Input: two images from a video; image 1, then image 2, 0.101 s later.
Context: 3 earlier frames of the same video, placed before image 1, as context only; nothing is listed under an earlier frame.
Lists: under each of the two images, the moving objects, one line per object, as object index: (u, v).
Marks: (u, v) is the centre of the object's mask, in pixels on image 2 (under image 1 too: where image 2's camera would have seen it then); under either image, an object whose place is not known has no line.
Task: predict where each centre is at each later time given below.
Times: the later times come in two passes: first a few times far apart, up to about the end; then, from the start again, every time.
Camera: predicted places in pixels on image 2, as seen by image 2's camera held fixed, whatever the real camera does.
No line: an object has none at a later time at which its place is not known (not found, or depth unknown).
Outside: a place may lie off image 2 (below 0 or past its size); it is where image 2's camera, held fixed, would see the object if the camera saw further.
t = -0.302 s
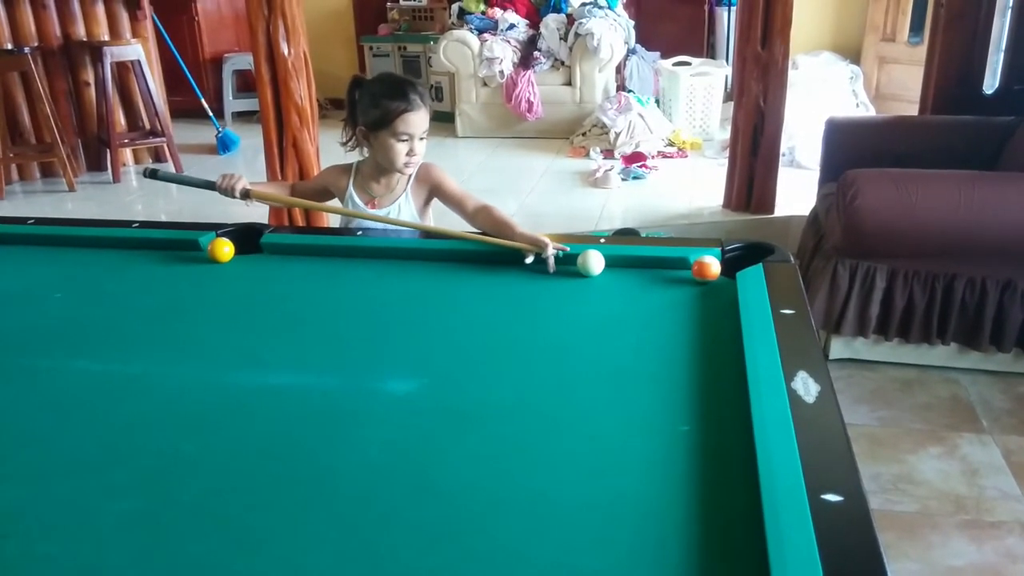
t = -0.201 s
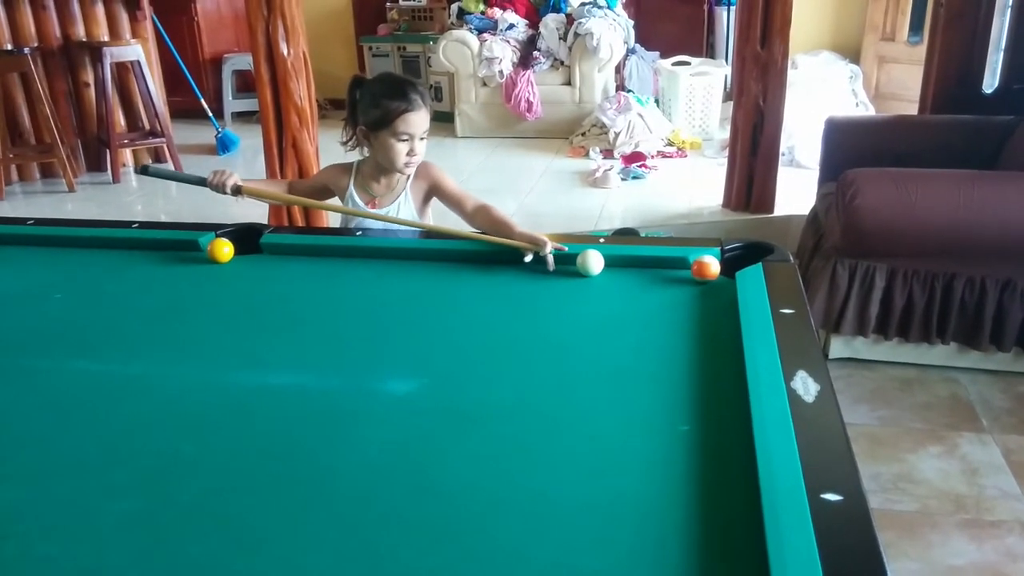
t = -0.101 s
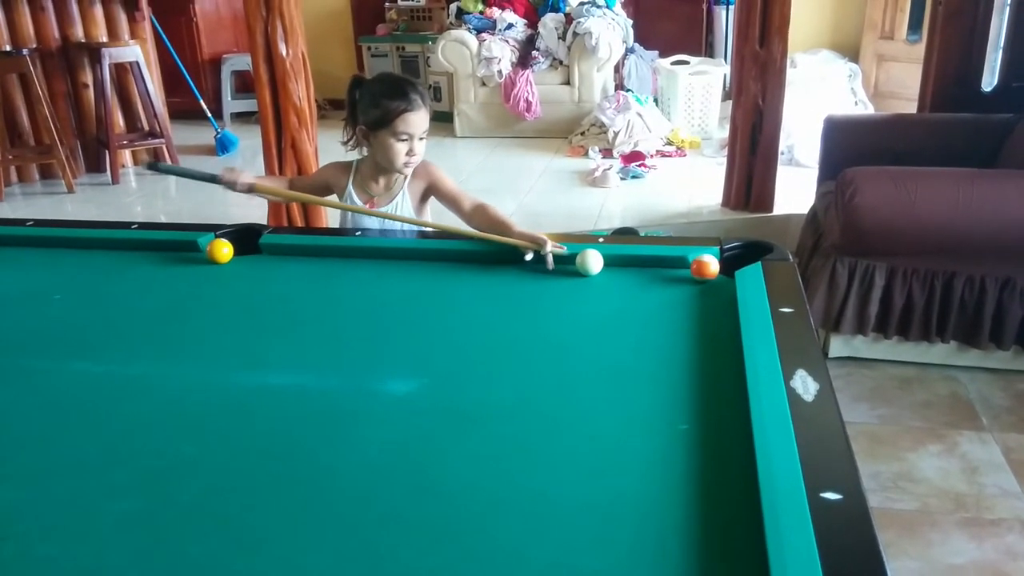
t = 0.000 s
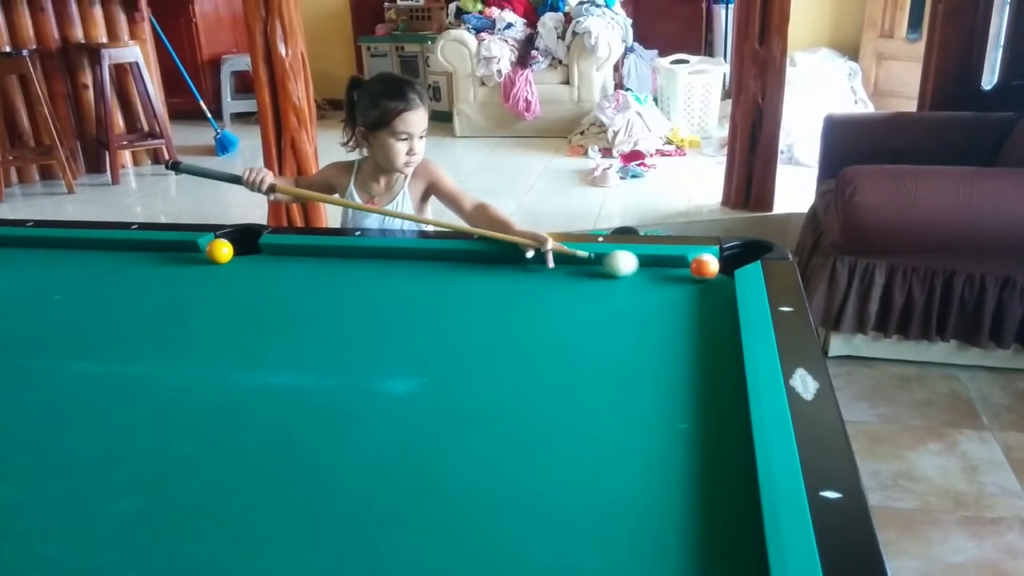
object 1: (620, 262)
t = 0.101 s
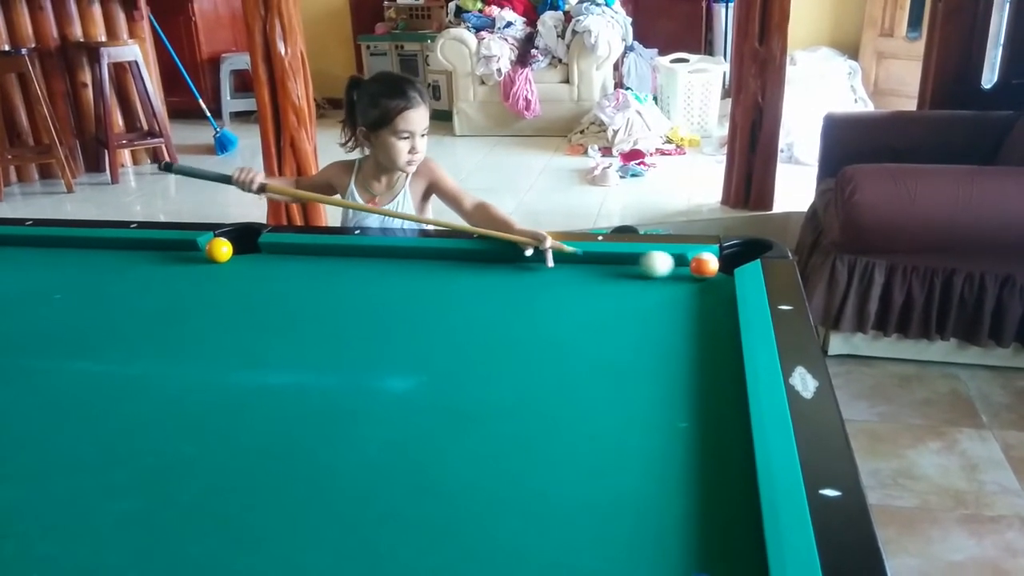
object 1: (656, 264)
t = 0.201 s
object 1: (681, 267)
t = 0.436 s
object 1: (704, 272)
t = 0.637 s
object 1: (718, 276)
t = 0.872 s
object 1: (708, 279)
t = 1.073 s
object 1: (700, 280)
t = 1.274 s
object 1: (695, 281)
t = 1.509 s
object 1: (689, 282)
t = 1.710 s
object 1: (687, 282)
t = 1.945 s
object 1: (686, 282)
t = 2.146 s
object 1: (686, 282)
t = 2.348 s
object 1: (686, 282)
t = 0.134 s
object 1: (669, 265)
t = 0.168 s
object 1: (675, 266)
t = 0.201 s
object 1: (681, 267)
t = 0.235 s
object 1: (684, 268)
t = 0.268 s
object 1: (687, 269)
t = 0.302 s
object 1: (691, 270)
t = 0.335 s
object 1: (694, 270)
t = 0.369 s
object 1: (697, 271)
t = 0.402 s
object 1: (701, 272)
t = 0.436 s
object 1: (704, 272)
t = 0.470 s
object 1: (707, 273)
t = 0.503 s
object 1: (709, 274)
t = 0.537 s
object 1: (712, 274)
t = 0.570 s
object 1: (715, 275)
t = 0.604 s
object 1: (718, 275)
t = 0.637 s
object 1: (718, 276)
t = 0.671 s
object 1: (716, 276)
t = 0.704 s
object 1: (715, 277)
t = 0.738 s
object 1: (713, 277)
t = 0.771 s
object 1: (712, 277)
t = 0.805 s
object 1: (711, 278)
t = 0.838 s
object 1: (709, 278)
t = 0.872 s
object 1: (708, 279)
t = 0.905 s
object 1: (706, 279)
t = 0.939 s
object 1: (705, 279)
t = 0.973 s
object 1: (704, 279)
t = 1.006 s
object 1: (703, 280)
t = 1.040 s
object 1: (701, 280)
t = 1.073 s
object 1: (700, 280)
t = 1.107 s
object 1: (699, 281)
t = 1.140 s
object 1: (698, 281)
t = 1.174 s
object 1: (697, 281)
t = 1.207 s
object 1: (696, 281)
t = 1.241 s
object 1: (695, 281)
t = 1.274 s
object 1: (695, 281)
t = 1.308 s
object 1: (693, 281)
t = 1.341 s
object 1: (693, 281)
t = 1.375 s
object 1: (692, 281)
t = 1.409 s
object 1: (691, 282)
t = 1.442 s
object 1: (691, 282)
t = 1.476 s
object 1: (690, 282)
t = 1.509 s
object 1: (689, 282)
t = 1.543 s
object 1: (689, 282)
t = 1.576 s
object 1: (688, 282)
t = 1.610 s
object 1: (688, 282)
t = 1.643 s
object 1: (687, 282)
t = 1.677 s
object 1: (687, 282)
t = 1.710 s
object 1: (687, 282)
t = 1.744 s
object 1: (687, 282)
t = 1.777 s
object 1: (687, 281)
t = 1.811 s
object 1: (687, 282)
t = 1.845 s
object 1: (686, 282)
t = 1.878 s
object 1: (686, 282)
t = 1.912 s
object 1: (686, 282)
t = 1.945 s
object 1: (686, 282)
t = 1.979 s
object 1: (686, 282)
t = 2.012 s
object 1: (686, 282)
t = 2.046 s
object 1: (686, 282)
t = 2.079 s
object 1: (686, 282)
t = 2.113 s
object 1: (686, 282)
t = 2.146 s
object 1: (686, 282)
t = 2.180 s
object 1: (686, 282)
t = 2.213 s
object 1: (686, 282)
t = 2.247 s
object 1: (686, 282)
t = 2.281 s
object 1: (686, 282)
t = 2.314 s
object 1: (686, 282)
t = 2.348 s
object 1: (686, 282)
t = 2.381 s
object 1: (686, 282)
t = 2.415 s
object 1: (686, 282)
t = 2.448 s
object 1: (686, 282)
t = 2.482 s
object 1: (686, 282)
